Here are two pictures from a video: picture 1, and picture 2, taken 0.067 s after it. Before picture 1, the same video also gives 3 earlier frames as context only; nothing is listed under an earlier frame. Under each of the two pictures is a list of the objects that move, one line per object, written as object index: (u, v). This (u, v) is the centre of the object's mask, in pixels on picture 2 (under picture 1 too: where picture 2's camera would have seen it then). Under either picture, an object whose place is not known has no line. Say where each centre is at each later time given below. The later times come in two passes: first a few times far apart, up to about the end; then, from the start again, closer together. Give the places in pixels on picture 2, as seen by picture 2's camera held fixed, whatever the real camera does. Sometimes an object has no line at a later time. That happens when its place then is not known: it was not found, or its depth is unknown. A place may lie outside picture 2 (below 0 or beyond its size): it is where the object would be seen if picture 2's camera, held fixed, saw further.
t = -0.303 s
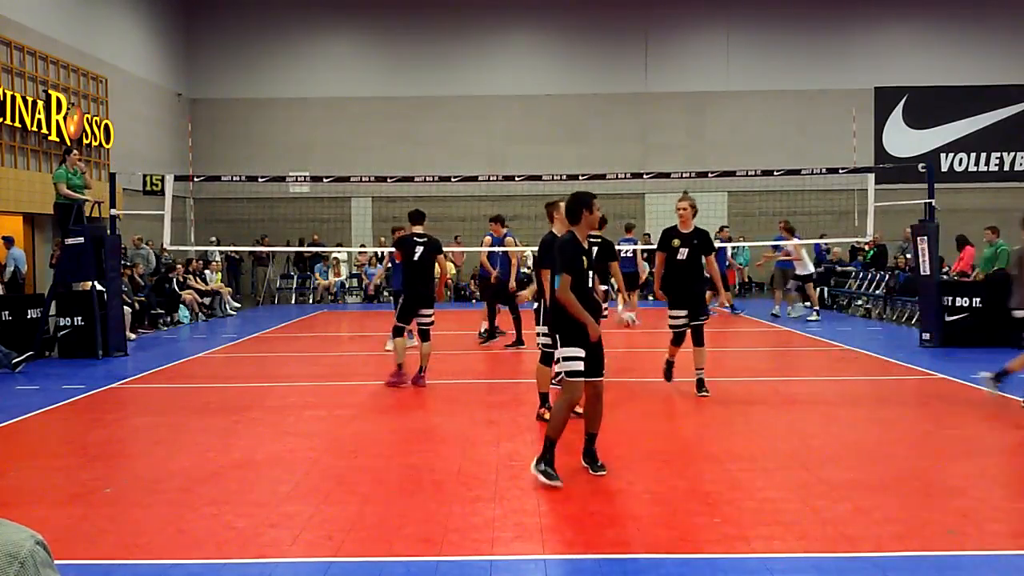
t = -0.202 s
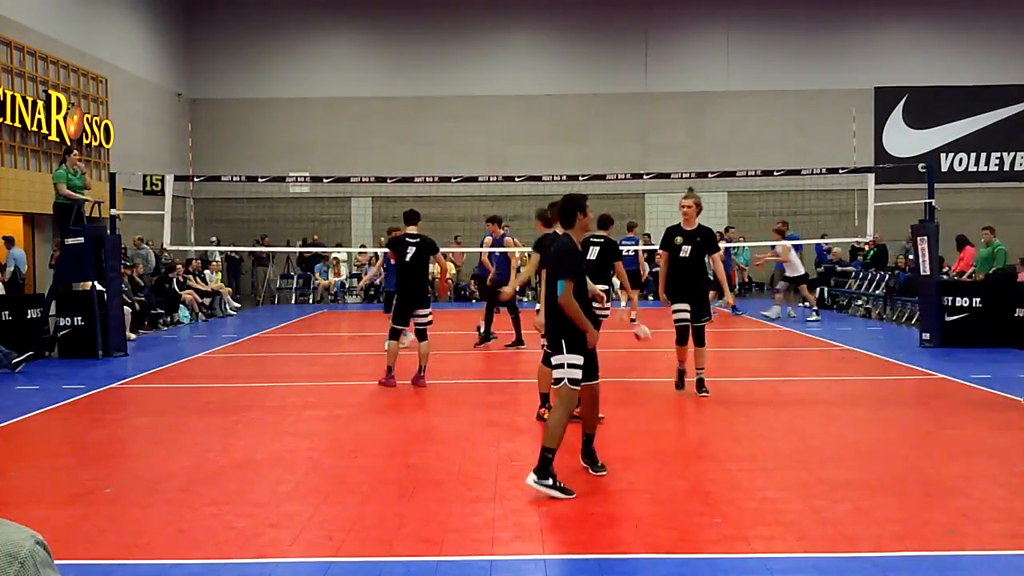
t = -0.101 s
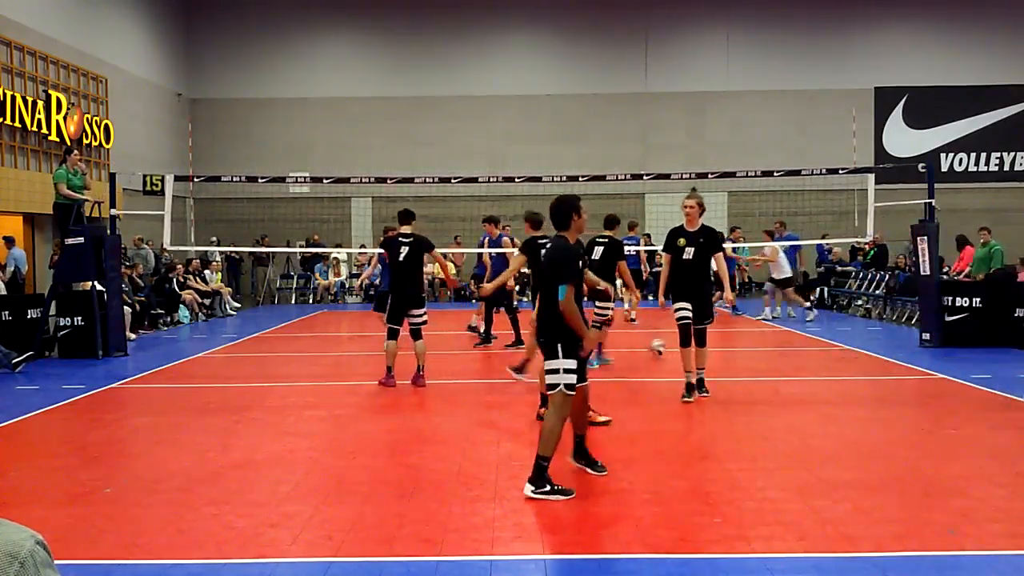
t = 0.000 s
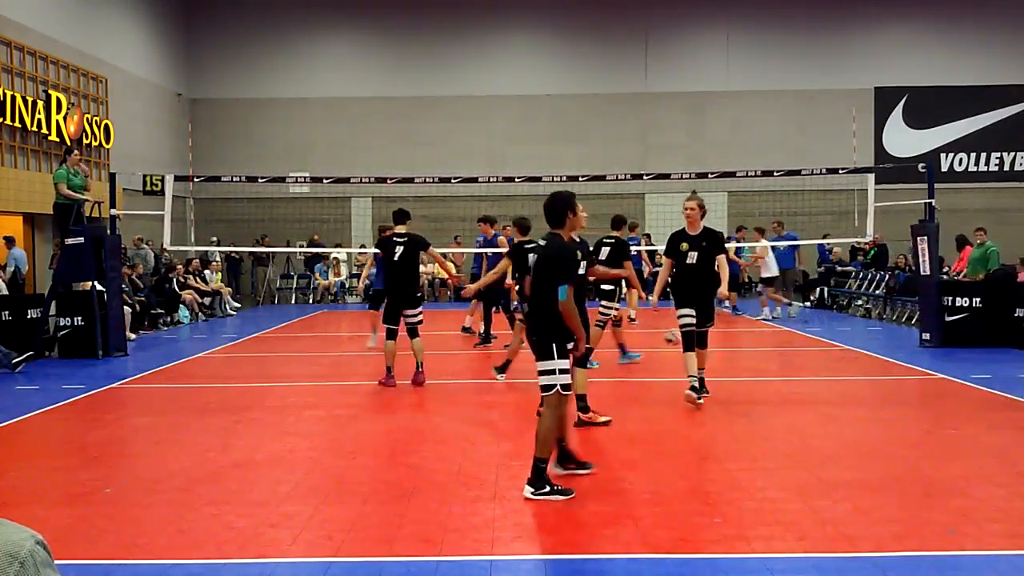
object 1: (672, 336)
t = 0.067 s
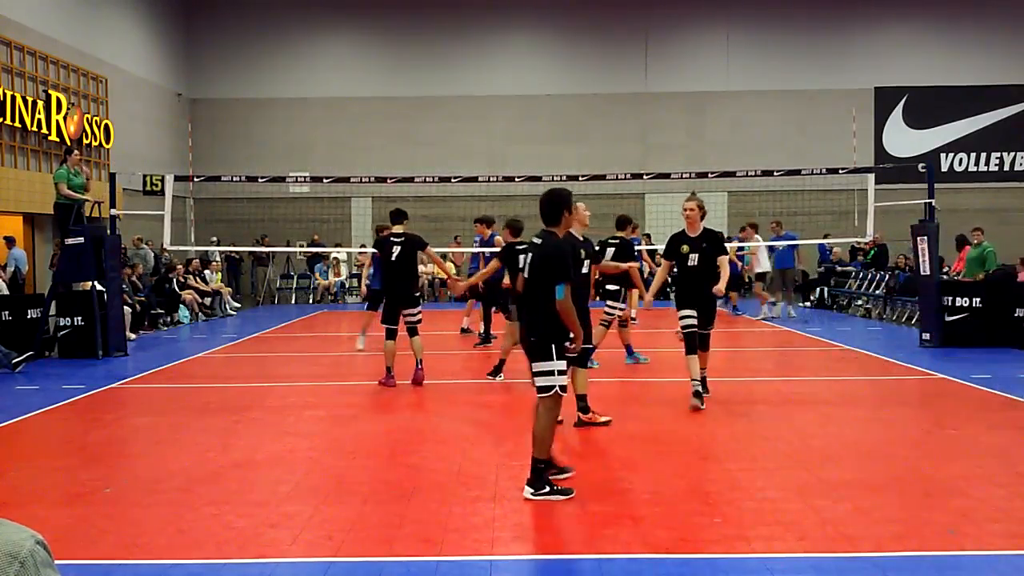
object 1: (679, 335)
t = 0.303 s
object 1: (727, 350)
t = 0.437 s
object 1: (755, 353)
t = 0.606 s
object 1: (789, 351)
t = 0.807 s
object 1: (837, 371)
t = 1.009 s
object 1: (887, 370)
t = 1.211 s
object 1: (945, 383)
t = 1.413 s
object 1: (1006, 394)
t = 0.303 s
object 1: (727, 350)
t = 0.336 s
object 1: (733, 357)
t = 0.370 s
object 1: (741, 361)
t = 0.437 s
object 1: (755, 353)
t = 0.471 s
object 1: (761, 351)
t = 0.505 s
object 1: (769, 350)
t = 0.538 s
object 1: (775, 349)
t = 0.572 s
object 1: (782, 349)
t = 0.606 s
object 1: (789, 351)
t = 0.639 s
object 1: (797, 354)
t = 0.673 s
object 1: (805, 358)
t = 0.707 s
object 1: (813, 362)
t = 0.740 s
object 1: (820, 368)
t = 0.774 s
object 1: (829, 376)
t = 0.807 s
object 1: (837, 371)
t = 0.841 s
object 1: (845, 369)
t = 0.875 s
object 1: (854, 366)
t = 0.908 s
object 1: (862, 365)
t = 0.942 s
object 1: (870, 365)
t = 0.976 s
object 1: (879, 367)
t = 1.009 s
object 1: (887, 370)
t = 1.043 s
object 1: (896, 373)
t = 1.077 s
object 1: (906, 377)
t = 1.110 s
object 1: (916, 383)
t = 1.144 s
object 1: (927, 390)
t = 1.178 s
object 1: (935, 386)
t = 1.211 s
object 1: (945, 383)
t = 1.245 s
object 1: (953, 382)
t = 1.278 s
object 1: (963, 382)
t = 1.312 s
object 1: (974, 382)
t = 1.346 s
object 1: (985, 385)
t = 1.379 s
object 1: (995, 388)
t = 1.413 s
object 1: (1006, 394)
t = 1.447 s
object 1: (1014, 401)
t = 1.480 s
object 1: (1019, 403)
